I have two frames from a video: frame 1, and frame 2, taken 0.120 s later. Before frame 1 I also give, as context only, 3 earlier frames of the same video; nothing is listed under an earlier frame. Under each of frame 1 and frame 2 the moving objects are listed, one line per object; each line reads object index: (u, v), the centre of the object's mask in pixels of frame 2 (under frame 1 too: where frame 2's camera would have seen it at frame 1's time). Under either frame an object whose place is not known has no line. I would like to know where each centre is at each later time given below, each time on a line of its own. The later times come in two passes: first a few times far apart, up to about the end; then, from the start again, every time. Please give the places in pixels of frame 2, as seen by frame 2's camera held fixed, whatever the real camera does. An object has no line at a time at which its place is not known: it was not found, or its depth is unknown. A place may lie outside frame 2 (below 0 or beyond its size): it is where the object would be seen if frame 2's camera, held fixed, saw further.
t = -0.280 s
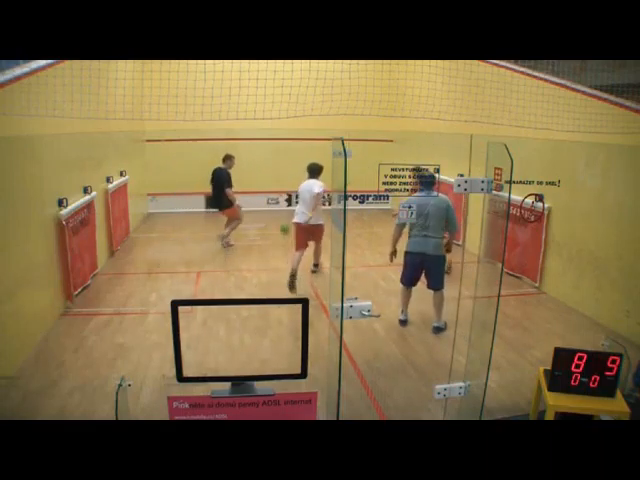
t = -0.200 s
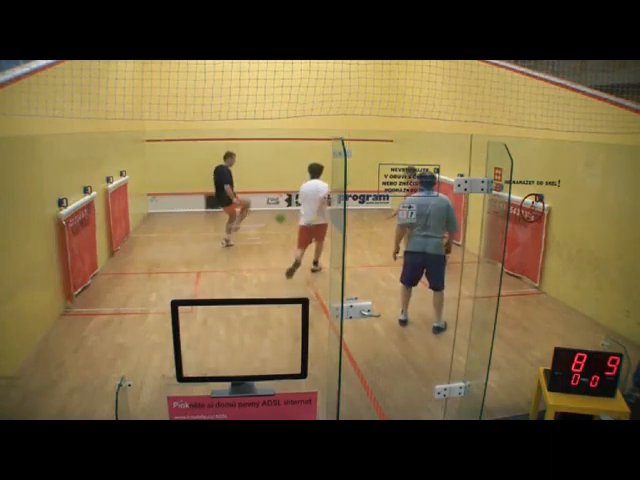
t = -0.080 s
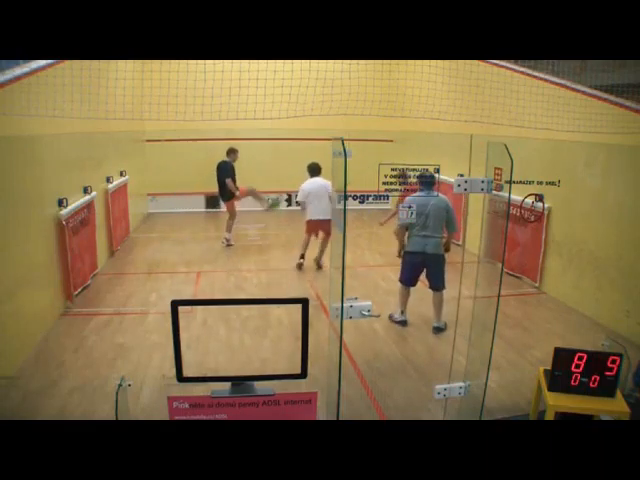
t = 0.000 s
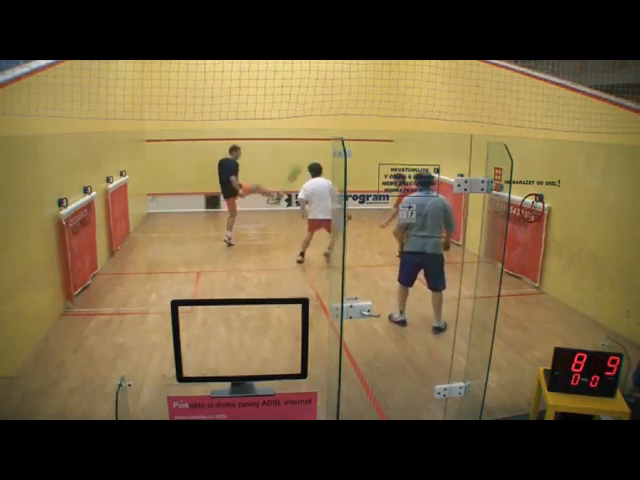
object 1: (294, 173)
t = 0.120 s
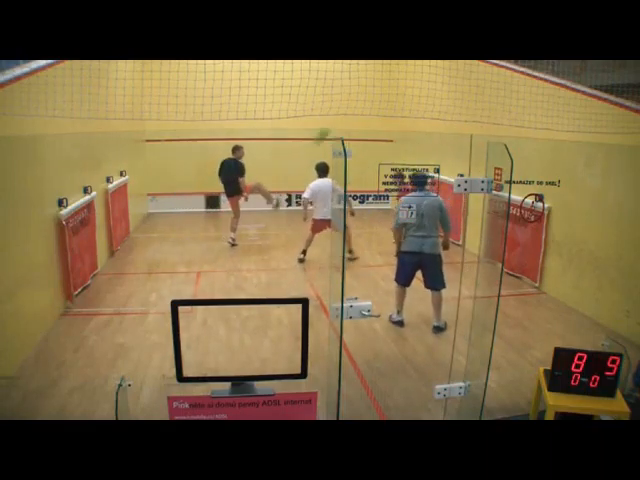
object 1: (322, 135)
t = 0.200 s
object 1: (341, 113)
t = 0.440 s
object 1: (401, 66)
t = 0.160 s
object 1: (331, 125)
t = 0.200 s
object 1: (341, 113)
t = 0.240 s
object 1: (350, 103)
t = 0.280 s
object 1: (360, 94)
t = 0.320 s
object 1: (370, 86)
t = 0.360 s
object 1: (380, 78)
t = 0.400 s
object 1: (391, 71)
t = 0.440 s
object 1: (401, 66)
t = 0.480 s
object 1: (412, 63)
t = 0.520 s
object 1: (423, 62)
